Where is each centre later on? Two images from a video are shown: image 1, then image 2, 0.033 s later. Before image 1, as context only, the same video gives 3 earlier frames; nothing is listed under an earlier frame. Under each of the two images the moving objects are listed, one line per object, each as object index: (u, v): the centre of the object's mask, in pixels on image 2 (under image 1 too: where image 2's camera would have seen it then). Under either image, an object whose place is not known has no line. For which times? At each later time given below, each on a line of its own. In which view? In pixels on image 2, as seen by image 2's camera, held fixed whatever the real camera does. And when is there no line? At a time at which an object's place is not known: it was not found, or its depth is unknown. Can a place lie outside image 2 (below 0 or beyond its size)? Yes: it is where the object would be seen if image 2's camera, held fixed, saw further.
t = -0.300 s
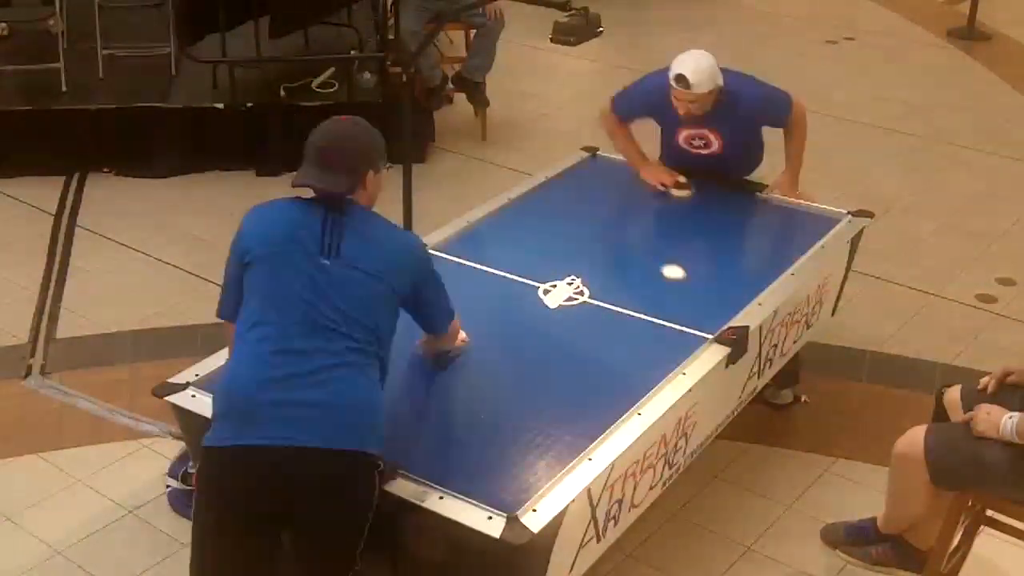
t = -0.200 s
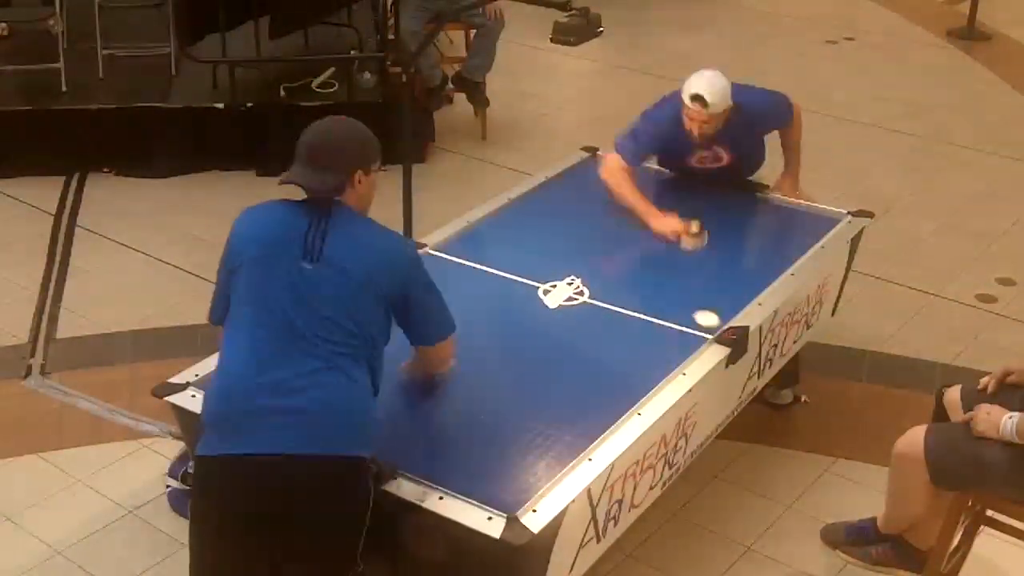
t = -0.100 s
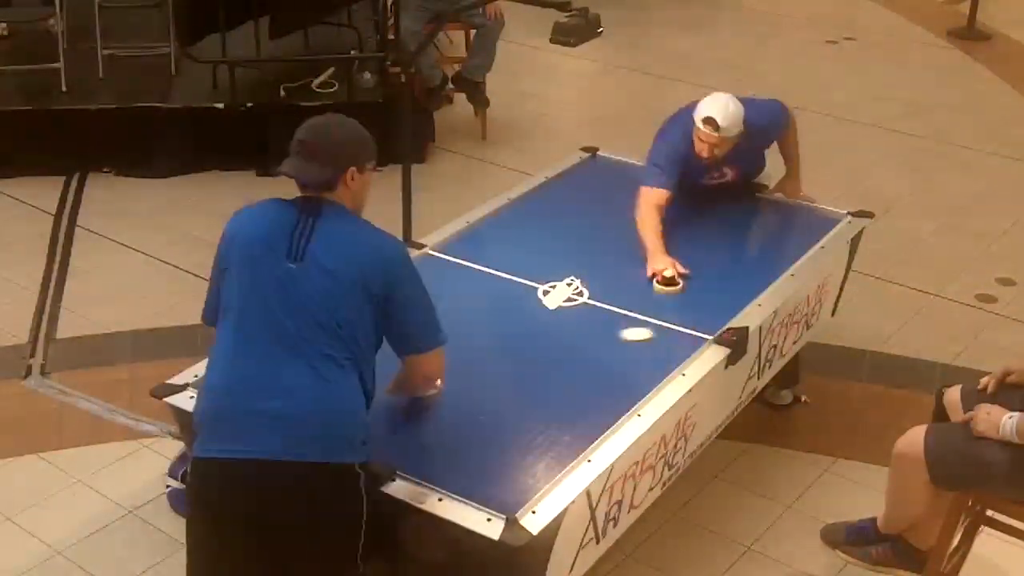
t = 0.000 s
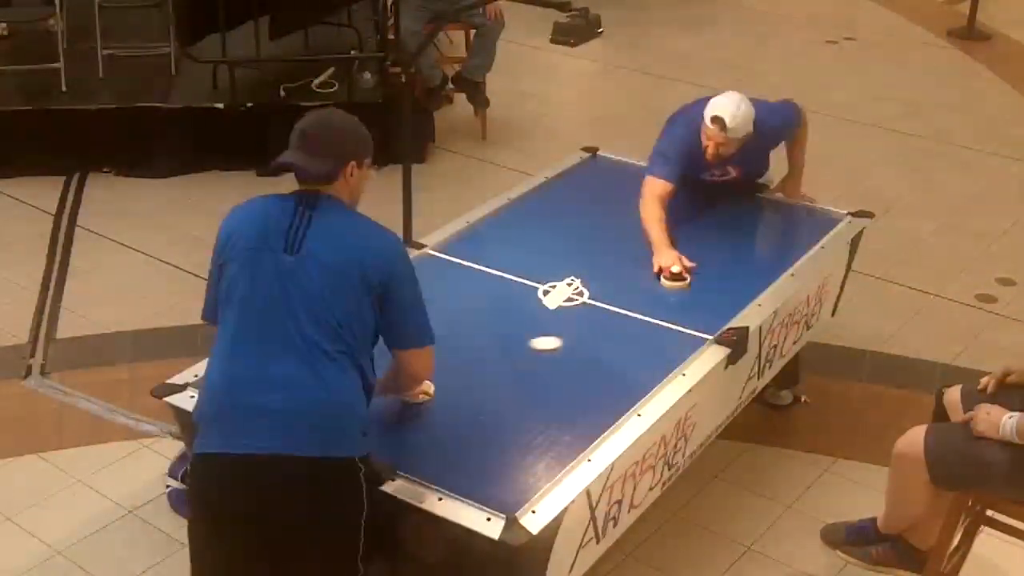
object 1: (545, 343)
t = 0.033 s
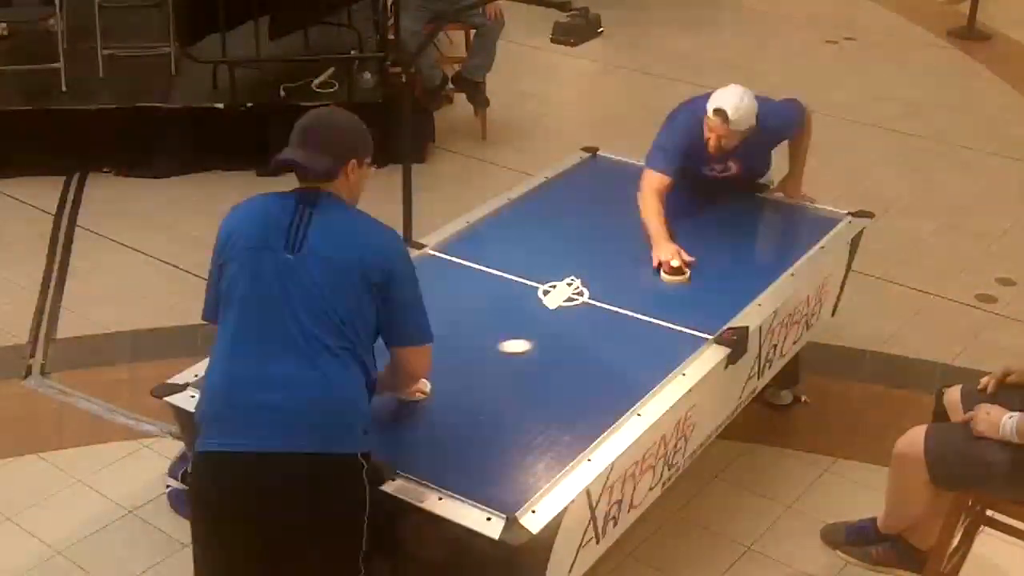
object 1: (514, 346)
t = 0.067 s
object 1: (484, 349)
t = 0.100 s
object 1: (454, 352)
